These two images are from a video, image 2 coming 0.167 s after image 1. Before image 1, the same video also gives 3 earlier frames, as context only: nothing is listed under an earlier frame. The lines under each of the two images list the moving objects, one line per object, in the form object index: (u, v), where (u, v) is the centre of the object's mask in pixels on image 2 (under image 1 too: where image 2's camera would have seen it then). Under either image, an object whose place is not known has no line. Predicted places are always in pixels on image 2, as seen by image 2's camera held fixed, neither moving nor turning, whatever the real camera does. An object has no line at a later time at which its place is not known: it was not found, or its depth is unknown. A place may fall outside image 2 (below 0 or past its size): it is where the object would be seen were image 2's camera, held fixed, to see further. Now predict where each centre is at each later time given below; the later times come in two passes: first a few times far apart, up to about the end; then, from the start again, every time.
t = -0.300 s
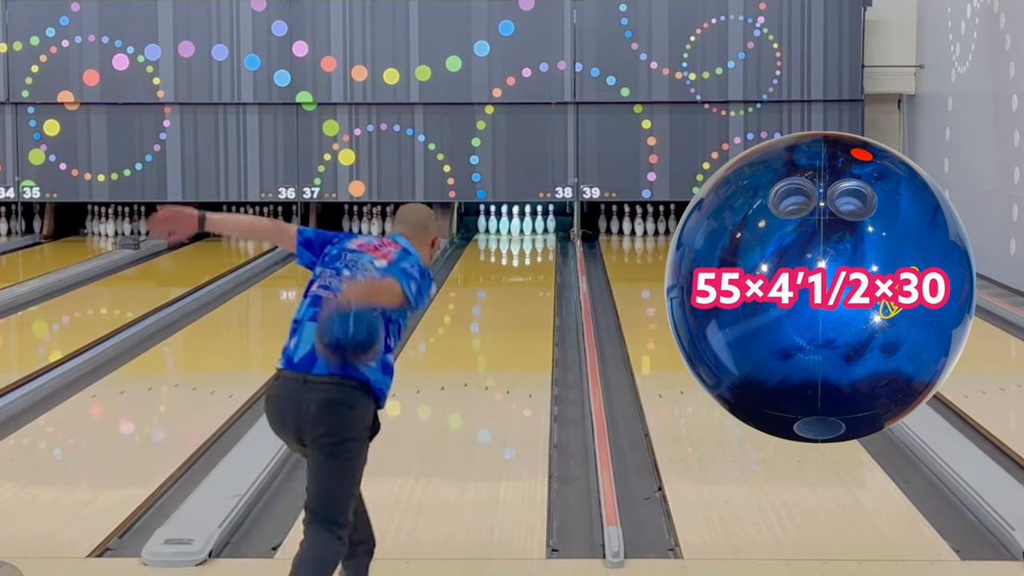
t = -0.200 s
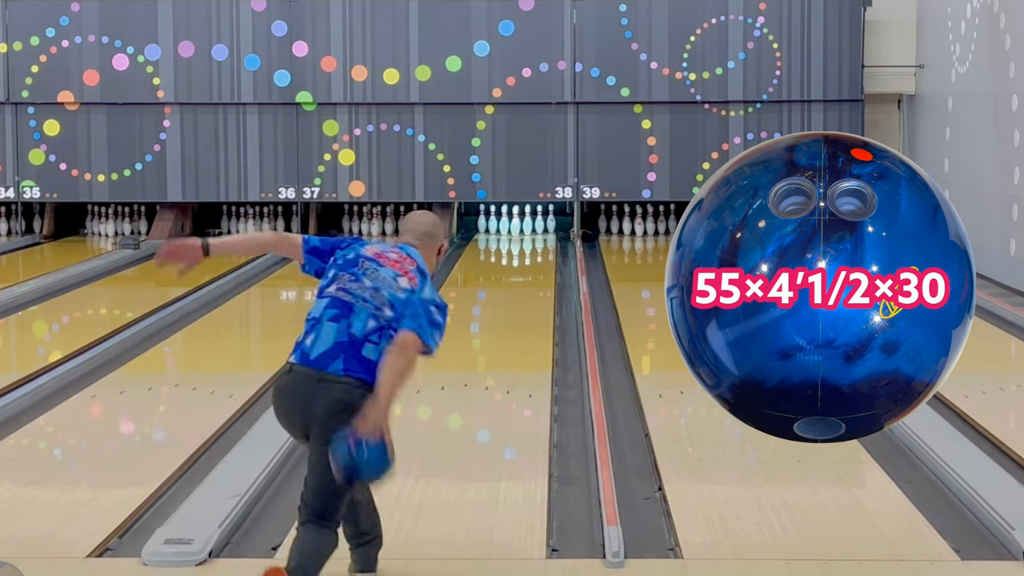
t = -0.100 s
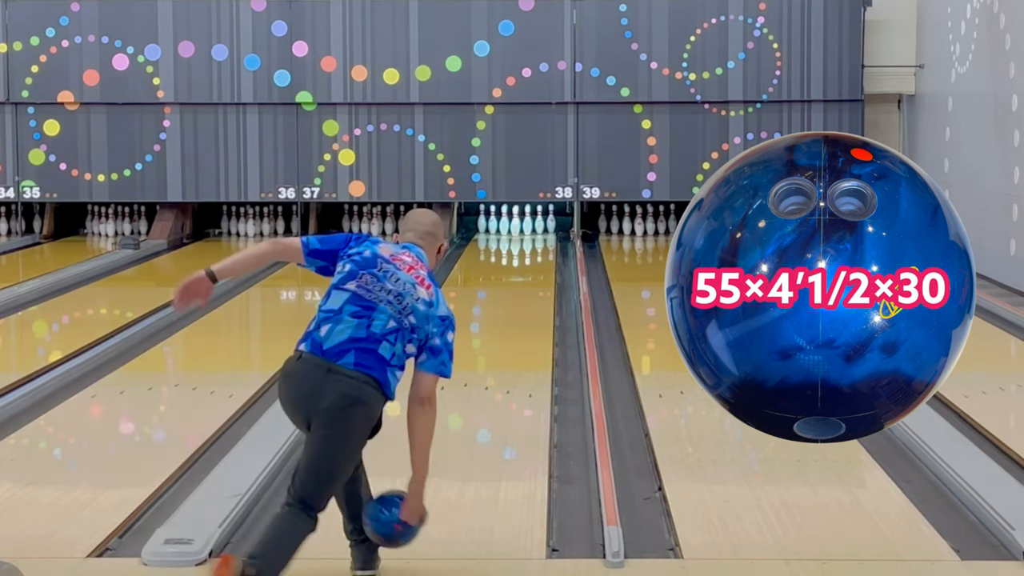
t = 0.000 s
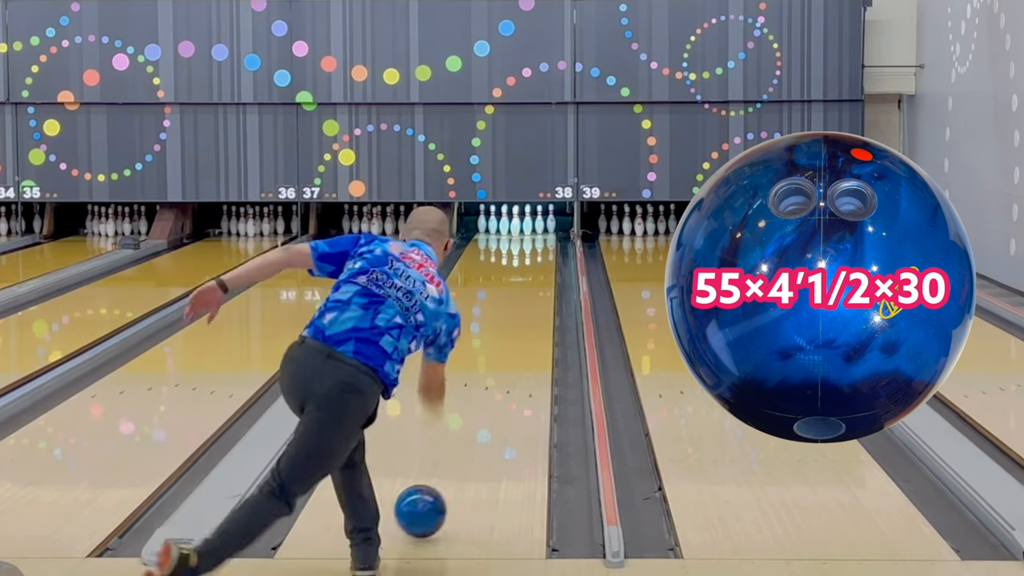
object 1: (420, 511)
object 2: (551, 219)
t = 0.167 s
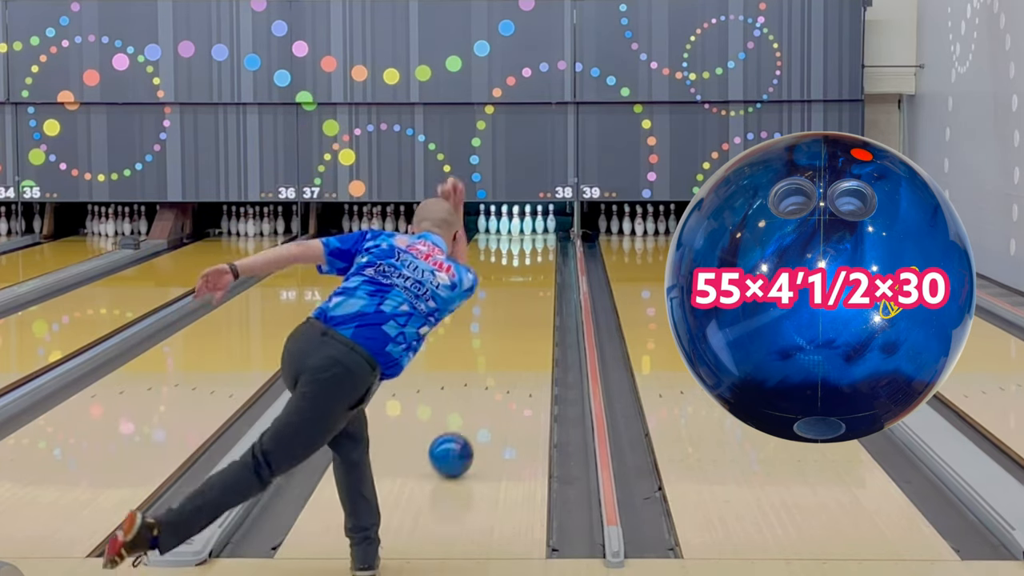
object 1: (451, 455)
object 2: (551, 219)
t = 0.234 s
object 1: (460, 436)
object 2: (551, 219)
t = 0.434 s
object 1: (483, 390)
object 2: (551, 219)
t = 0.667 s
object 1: (502, 351)
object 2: (551, 219)
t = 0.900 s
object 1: (515, 321)
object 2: (551, 219)
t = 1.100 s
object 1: (523, 300)
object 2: (551, 219)
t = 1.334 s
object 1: (529, 281)
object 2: (551, 219)
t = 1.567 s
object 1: (532, 265)
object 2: (551, 219)
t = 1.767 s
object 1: (533, 254)
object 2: (551, 219)
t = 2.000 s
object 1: (530, 243)
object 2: (551, 219)
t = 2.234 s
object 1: (523, 234)
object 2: (551, 219)
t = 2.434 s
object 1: (515, 227)
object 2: (551, 219)
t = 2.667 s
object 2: (556, 220)
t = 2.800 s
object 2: (561, 228)
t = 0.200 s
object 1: (456, 445)
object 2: (551, 219)
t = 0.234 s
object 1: (460, 436)
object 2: (551, 219)
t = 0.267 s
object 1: (465, 427)
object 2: (551, 219)
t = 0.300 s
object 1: (469, 419)
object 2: (551, 219)
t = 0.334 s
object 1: (473, 411)
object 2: (551, 219)
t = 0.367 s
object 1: (476, 404)
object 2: (551, 219)
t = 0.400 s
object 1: (480, 397)
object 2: (551, 219)
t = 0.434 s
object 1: (483, 390)
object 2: (551, 219)
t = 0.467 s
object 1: (487, 383)
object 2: (551, 219)
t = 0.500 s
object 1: (490, 377)
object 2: (551, 219)
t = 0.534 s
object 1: (493, 372)
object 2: (551, 219)
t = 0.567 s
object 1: (495, 366)
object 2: (551, 219)
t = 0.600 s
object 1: (498, 361)
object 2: (551, 219)
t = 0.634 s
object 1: (500, 356)
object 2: (551, 219)
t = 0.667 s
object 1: (502, 351)
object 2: (551, 219)
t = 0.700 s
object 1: (504, 346)
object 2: (551, 219)
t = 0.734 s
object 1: (506, 342)
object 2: (551, 219)
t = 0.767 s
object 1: (508, 337)
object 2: (551, 219)
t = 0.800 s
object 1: (510, 333)
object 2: (551, 219)
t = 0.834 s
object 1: (512, 329)
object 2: (551, 219)
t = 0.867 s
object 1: (513, 325)
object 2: (551, 219)
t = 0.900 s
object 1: (515, 321)
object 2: (551, 219)
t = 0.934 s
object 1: (517, 317)
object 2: (551, 219)
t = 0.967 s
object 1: (518, 314)
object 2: (551, 219)
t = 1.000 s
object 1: (519, 310)
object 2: (551, 219)
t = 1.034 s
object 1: (520, 307)
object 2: (551, 219)
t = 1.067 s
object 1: (521, 303)
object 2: (551, 219)
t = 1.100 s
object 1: (523, 300)
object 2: (551, 219)
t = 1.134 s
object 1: (524, 297)
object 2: (551, 219)
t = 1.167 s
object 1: (525, 294)
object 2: (551, 219)
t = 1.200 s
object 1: (526, 292)
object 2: (551, 219)
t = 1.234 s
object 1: (527, 289)
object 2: (551, 219)
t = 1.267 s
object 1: (527, 286)
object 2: (551, 219)
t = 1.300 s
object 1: (528, 284)
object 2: (551, 219)
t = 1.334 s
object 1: (529, 281)
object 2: (551, 219)
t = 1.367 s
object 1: (529, 279)
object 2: (551, 219)
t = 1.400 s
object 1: (530, 276)
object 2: (551, 219)
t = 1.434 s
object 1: (531, 274)
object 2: (551, 219)
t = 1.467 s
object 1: (531, 272)
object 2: (551, 219)
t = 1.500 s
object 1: (532, 269)
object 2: (551, 219)
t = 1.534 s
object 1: (532, 267)
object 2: (551, 219)
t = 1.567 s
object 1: (532, 265)
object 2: (551, 219)
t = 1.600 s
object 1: (532, 263)
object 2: (551, 219)
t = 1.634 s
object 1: (533, 261)
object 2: (551, 219)
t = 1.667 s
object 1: (533, 259)
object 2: (551, 219)
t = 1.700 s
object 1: (533, 258)
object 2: (551, 219)
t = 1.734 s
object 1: (533, 255)
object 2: (551, 219)
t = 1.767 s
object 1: (533, 254)
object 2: (551, 219)
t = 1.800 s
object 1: (533, 252)
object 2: (551, 219)
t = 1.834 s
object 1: (532, 251)
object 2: (551, 219)
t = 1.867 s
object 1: (532, 249)
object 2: (551, 219)
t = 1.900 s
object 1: (531, 248)
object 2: (551, 219)
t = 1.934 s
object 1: (531, 246)
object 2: (551, 219)
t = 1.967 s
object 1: (530, 245)
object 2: (551, 219)
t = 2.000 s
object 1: (530, 243)
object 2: (551, 219)
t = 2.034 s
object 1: (529, 242)
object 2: (551, 219)
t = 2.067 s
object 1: (528, 241)
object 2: (551, 219)
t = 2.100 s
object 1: (527, 239)
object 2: (551, 219)
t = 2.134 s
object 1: (527, 238)
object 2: (551, 219)
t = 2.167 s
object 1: (525, 237)
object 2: (551, 219)
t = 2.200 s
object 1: (524, 235)
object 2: (551, 219)
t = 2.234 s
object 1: (523, 234)
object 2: (551, 219)
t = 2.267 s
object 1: (522, 233)
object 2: (551, 219)
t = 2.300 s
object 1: (520, 232)
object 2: (551, 219)
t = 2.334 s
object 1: (519, 231)
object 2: (551, 219)
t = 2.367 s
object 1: (517, 230)
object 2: (551, 219)
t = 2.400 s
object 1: (516, 229)
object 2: (551, 219)
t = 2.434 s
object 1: (515, 227)
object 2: (551, 219)
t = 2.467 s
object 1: (514, 228)
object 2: (551, 219)
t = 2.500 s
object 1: (514, 226)
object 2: (551, 219)
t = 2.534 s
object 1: (513, 226)
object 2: (551, 219)
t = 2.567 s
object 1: (513, 225)
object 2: (551, 219)
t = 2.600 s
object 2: (552, 218)
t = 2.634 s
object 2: (554, 219)
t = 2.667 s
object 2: (556, 220)
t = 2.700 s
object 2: (557, 221)
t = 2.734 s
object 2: (559, 223)
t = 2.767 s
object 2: (560, 226)
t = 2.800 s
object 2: (561, 228)
